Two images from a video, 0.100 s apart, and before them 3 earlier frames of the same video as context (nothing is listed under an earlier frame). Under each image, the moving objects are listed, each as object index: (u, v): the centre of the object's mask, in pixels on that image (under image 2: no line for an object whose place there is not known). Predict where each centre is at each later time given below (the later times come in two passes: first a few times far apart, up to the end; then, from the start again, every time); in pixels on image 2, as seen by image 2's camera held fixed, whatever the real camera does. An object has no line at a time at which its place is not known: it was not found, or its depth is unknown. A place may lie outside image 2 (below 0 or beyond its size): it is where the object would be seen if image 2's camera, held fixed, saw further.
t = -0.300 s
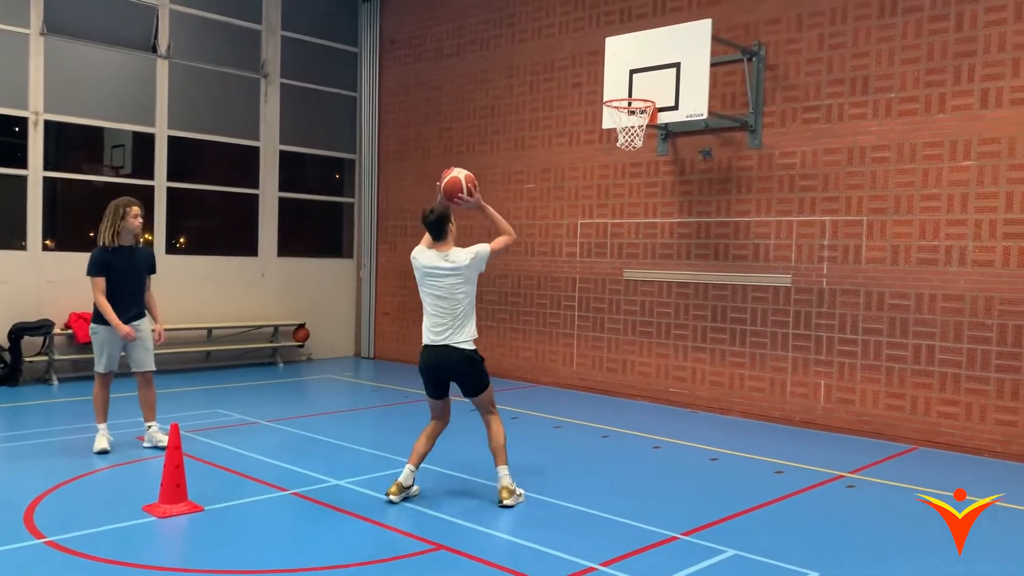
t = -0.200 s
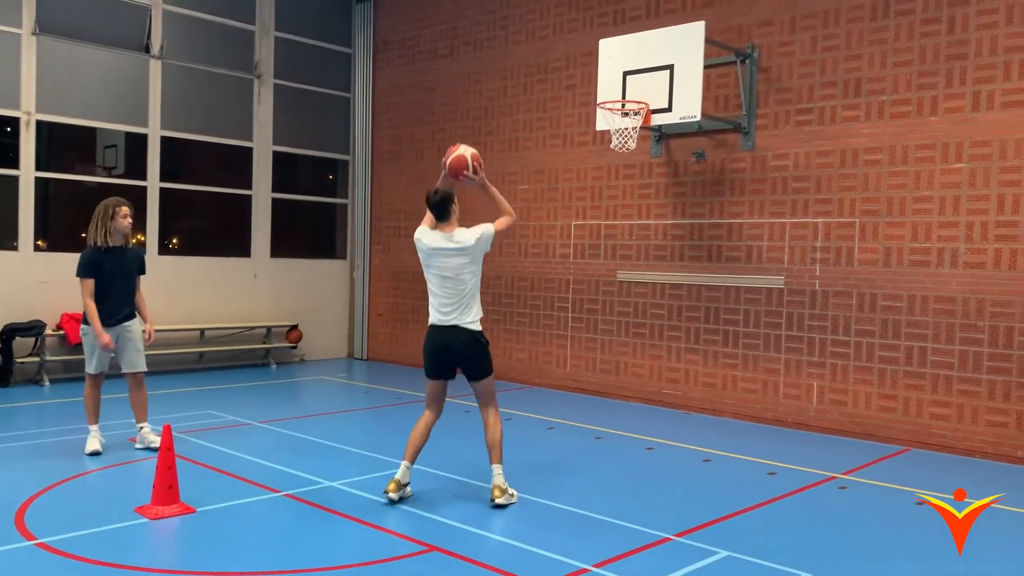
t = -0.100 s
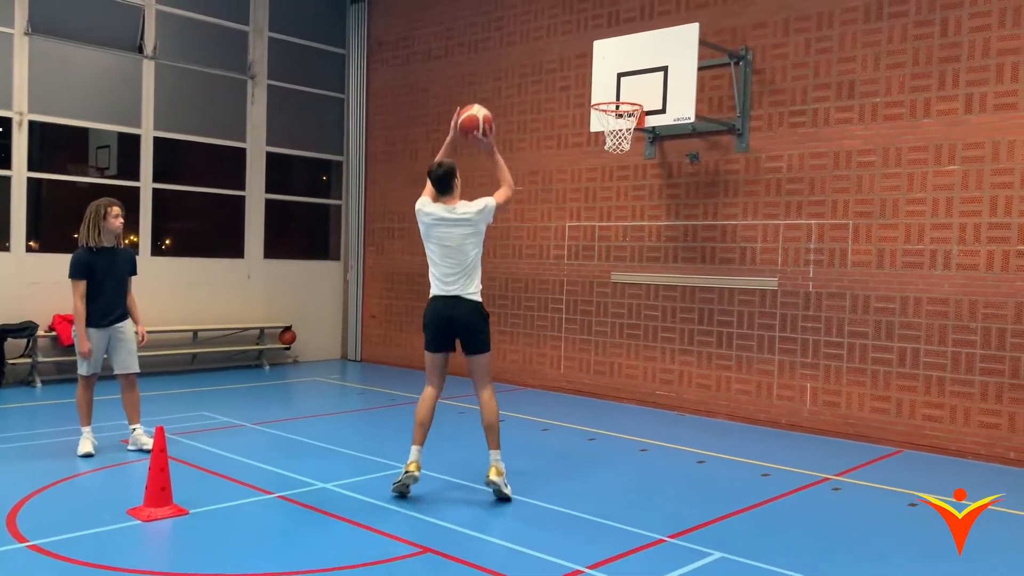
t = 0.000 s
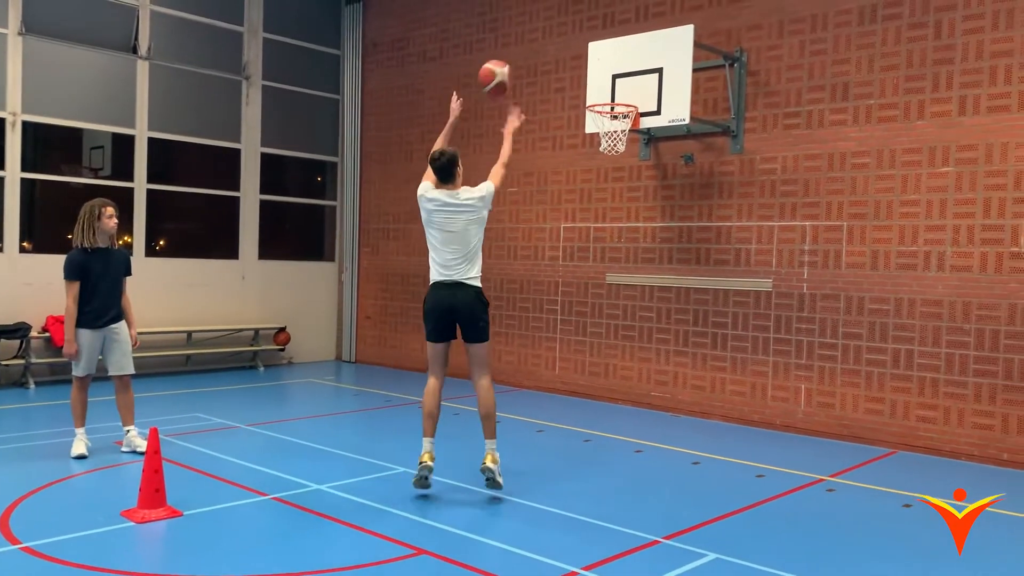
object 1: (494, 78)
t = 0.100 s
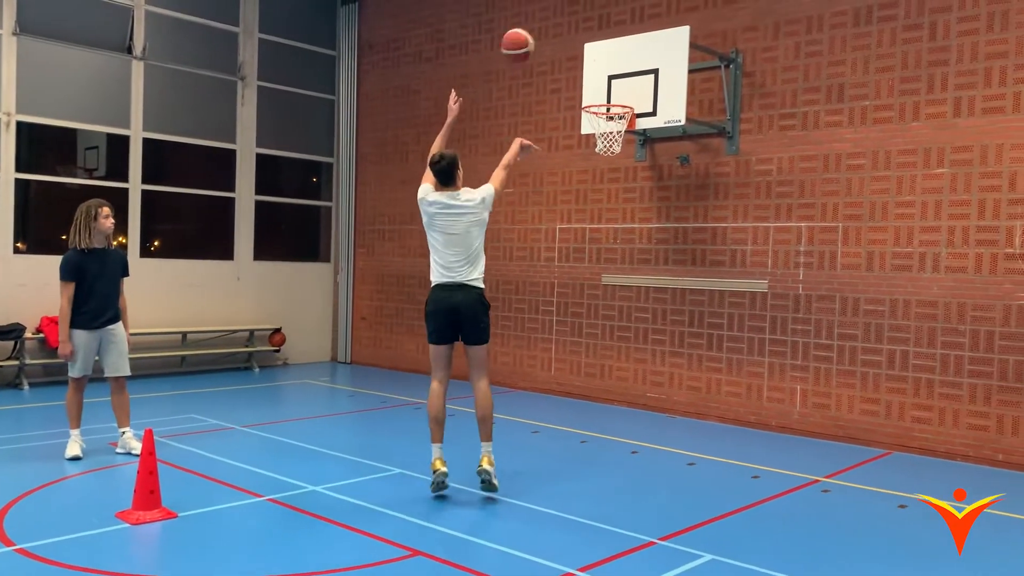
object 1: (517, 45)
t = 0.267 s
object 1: (554, 23)
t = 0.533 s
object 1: (600, 59)
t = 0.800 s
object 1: (587, 124)
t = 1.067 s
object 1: (607, 137)
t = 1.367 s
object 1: (624, 205)
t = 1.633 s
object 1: (632, 338)
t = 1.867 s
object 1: (640, 365)
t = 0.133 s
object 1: (525, 36)
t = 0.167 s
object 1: (533, 32)
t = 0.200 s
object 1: (540, 27)
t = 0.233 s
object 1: (547, 24)
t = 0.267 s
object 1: (554, 23)
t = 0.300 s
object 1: (561, 23)
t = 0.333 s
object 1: (567, 25)
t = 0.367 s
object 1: (572, 28)
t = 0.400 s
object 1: (578, 32)
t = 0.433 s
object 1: (584, 36)
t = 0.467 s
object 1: (589, 43)
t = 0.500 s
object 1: (595, 50)
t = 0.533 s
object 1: (600, 59)
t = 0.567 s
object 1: (605, 68)
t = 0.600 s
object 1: (609, 78)
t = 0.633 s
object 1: (614, 89)
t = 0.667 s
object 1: (619, 98)
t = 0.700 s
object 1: (616, 111)
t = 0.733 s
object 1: (606, 117)
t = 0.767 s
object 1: (595, 123)
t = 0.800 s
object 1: (587, 124)
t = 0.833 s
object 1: (584, 118)
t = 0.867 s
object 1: (585, 121)
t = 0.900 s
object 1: (587, 118)
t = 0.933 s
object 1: (591, 120)
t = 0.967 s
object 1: (594, 127)
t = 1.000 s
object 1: (599, 123)
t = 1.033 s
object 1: (604, 130)
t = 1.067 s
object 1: (607, 137)
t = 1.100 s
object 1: (611, 144)
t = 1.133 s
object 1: (614, 148)
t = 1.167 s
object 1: (614, 153)
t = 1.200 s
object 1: (617, 158)
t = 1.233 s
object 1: (618, 165)
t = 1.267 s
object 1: (621, 173)
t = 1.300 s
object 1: (621, 183)
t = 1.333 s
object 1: (622, 194)
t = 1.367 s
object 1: (624, 205)
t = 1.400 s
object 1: (625, 218)
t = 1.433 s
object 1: (627, 232)
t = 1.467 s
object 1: (628, 247)
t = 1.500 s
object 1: (629, 263)
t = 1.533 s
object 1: (629, 280)
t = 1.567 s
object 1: (630, 298)
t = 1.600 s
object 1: (631, 317)
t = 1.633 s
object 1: (632, 338)
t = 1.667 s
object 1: (633, 359)
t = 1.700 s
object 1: (634, 382)
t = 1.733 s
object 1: (635, 406)
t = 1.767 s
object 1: (635, 417)
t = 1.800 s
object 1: (638, 398)
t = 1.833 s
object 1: (639, 381)
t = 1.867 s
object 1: (640, 365)
